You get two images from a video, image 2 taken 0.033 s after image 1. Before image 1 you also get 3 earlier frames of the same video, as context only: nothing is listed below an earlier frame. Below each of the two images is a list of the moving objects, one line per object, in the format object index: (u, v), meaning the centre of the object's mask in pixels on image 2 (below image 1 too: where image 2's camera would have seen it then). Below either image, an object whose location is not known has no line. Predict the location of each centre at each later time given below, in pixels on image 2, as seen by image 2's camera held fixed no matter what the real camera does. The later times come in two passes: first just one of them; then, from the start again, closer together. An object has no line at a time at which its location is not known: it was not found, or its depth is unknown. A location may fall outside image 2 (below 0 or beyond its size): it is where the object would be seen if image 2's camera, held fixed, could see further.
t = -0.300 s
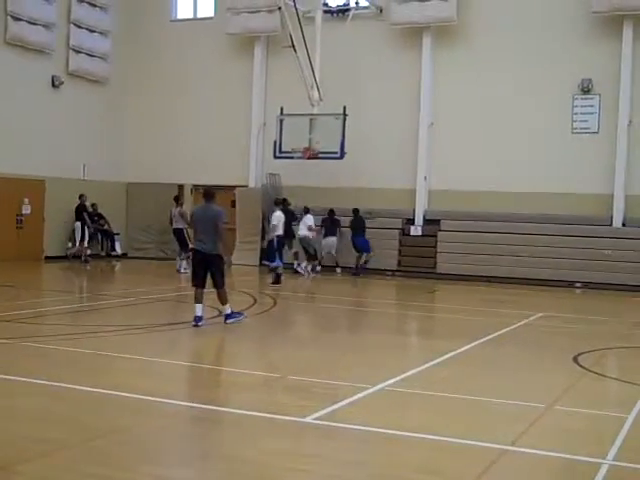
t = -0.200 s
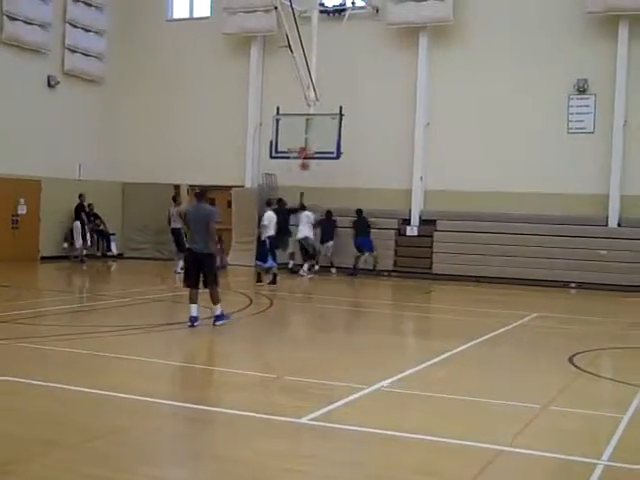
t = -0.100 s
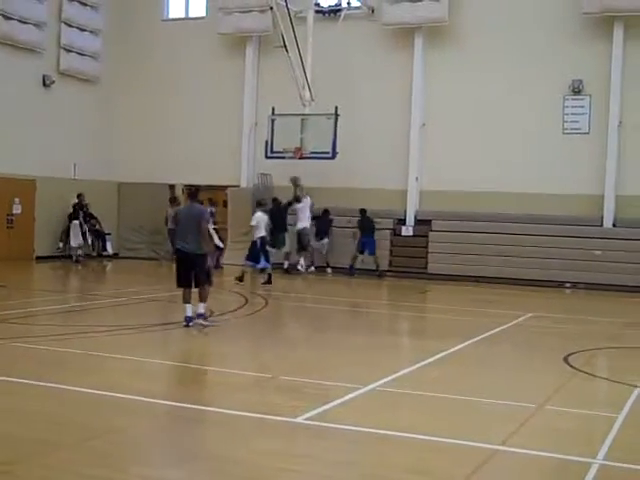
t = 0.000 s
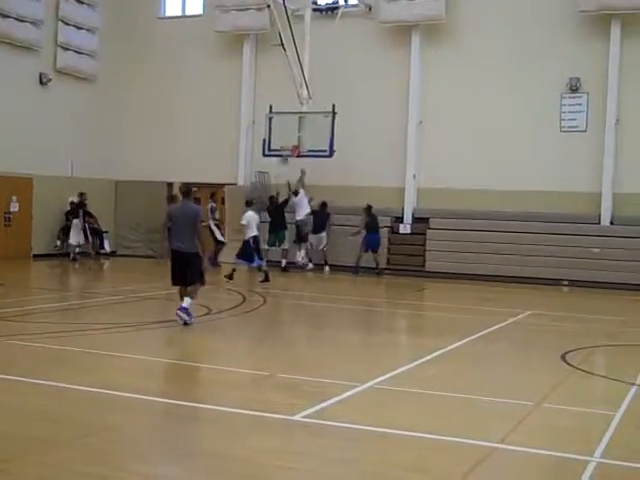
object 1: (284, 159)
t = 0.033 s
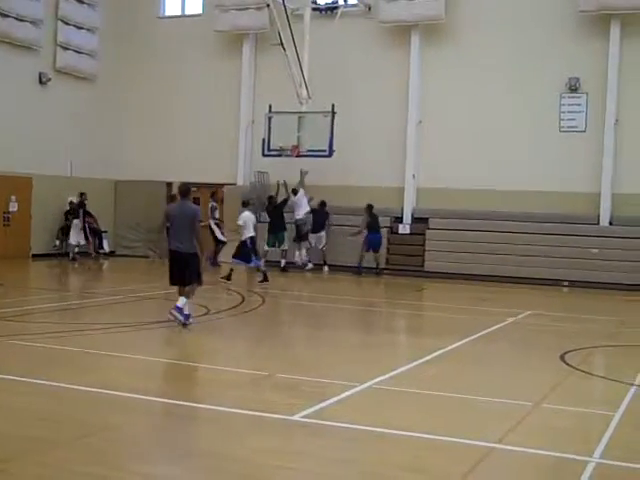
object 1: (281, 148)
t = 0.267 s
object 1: (265, 118)
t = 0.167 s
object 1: (273, 129)
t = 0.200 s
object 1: (269, 125)
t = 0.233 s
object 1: (267, 120)
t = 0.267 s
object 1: (265, 118)
